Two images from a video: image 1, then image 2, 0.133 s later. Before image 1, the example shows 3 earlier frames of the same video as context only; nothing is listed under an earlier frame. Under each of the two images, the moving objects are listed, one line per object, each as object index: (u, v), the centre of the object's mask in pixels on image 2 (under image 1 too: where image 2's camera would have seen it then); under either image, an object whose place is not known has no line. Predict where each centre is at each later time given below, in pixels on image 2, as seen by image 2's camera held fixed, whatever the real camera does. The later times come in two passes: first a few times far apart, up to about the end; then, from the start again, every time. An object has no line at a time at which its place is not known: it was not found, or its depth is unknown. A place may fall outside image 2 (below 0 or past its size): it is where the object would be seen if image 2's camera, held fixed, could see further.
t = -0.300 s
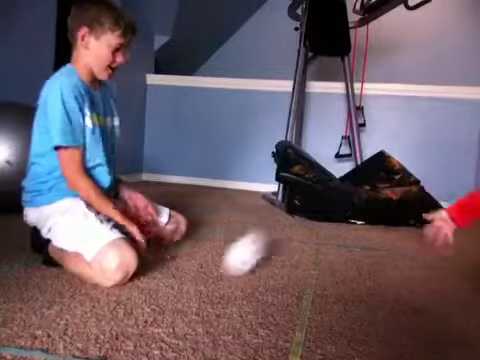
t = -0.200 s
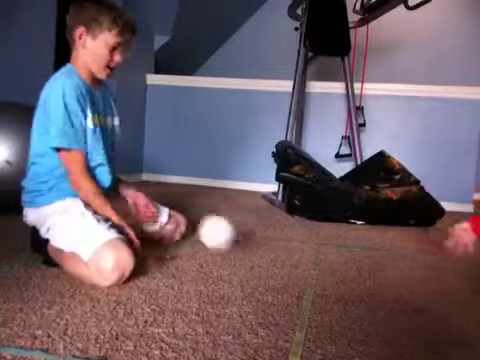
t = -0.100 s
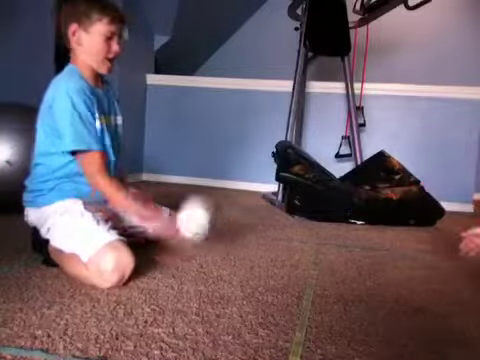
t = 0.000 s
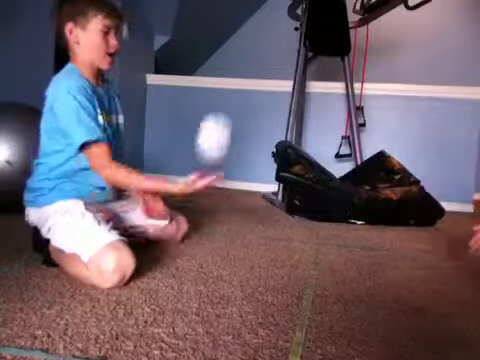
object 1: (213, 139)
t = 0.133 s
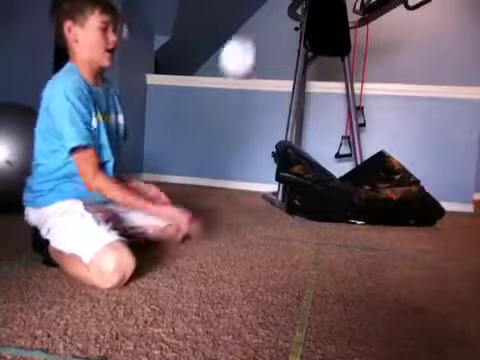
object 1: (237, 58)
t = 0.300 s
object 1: (265, 38)
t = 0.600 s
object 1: (295, 272)
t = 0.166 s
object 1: (243, 47)
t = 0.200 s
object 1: (249, 39)
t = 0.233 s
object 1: (254, 35)
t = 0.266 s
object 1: (260, 34)
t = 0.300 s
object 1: (265, 38)
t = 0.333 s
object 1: (269, 45)
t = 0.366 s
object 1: (273, 57)
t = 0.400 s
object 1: (278, 75)
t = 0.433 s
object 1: (282, 98)
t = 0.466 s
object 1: (285, 126)
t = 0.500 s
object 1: (288, 156)
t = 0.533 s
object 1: (291, 193)
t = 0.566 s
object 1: (292, 233)
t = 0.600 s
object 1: (295, 272)
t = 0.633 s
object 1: (296, 264)
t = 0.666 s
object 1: (298, 241)
